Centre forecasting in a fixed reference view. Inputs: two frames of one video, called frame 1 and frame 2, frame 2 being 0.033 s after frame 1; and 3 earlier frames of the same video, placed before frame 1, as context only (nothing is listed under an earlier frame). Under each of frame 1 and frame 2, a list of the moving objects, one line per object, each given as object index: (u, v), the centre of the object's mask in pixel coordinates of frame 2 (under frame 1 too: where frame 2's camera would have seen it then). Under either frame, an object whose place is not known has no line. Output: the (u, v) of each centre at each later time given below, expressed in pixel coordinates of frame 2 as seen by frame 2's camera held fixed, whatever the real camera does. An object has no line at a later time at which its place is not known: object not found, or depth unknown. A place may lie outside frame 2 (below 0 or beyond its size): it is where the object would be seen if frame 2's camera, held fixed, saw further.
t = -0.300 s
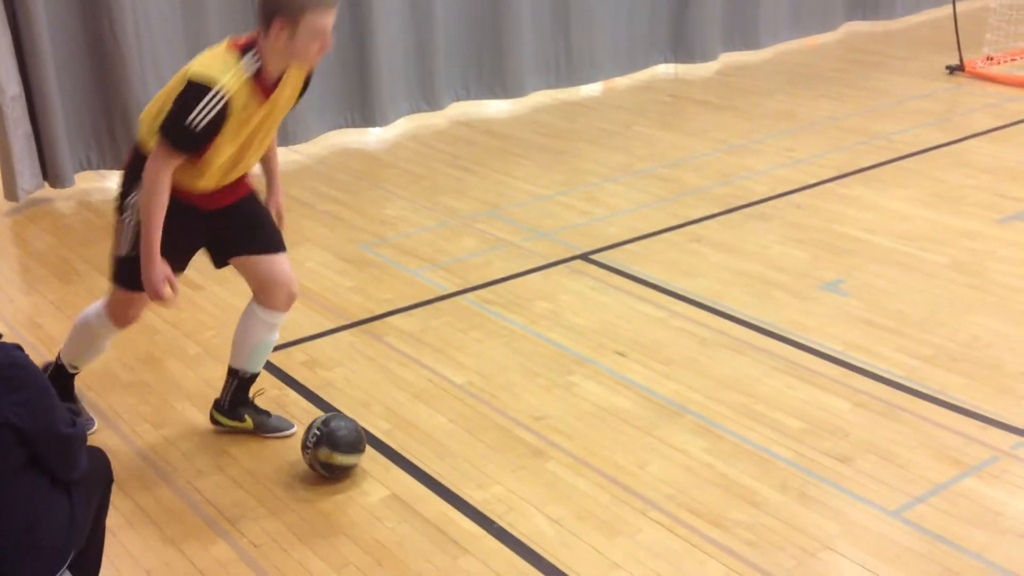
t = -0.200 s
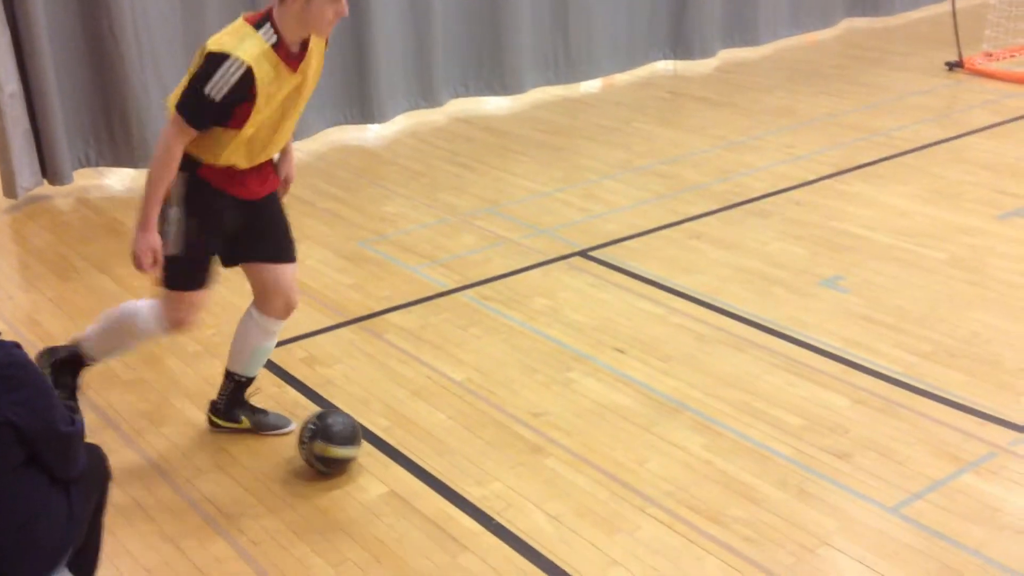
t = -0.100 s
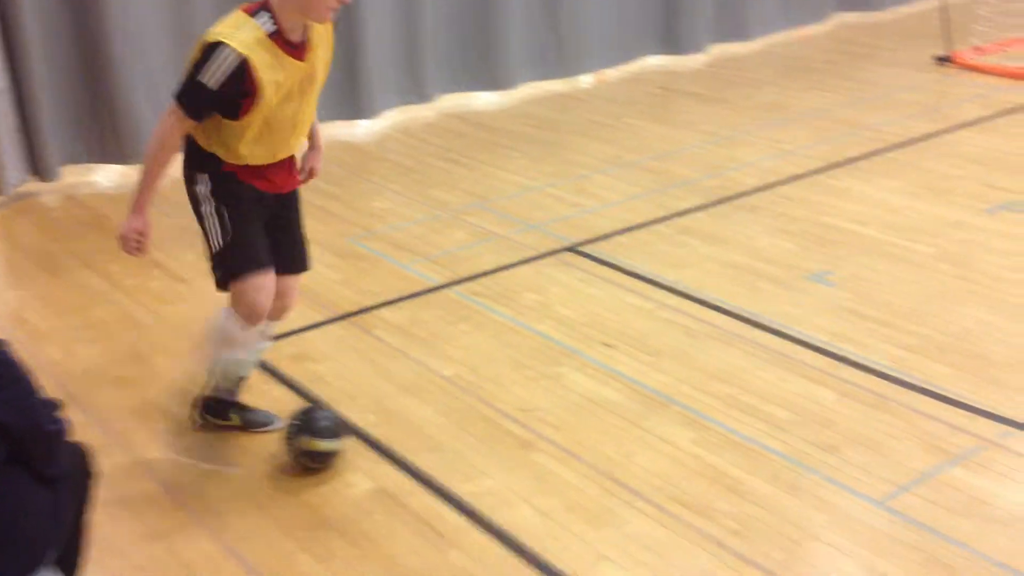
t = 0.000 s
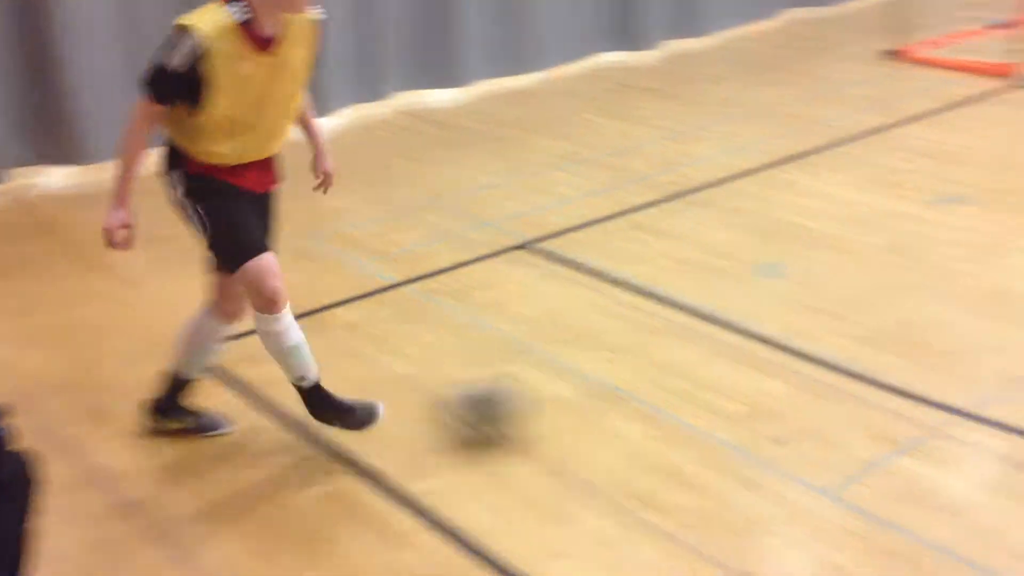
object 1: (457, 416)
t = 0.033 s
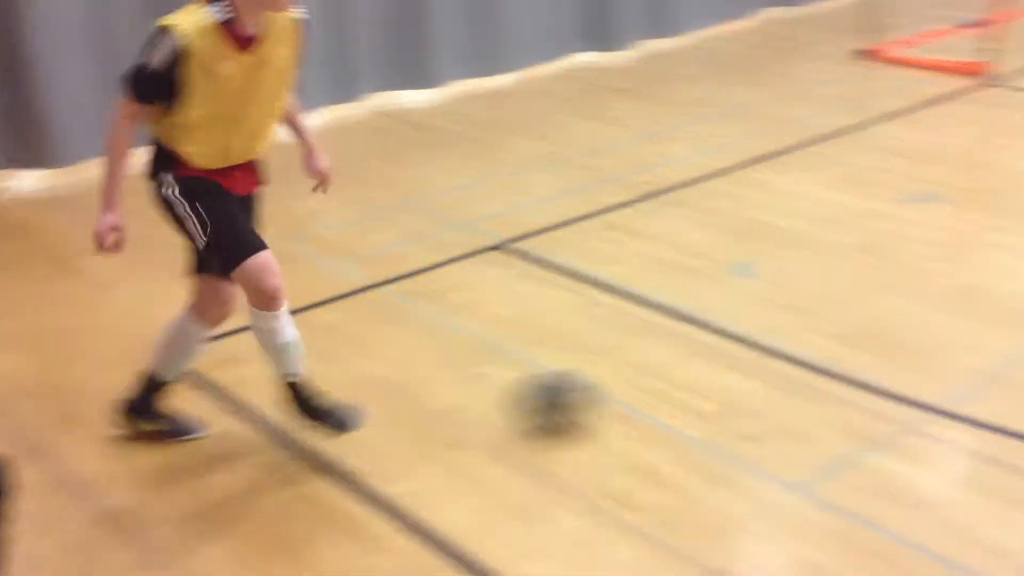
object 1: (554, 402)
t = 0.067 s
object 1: (637, 390)
